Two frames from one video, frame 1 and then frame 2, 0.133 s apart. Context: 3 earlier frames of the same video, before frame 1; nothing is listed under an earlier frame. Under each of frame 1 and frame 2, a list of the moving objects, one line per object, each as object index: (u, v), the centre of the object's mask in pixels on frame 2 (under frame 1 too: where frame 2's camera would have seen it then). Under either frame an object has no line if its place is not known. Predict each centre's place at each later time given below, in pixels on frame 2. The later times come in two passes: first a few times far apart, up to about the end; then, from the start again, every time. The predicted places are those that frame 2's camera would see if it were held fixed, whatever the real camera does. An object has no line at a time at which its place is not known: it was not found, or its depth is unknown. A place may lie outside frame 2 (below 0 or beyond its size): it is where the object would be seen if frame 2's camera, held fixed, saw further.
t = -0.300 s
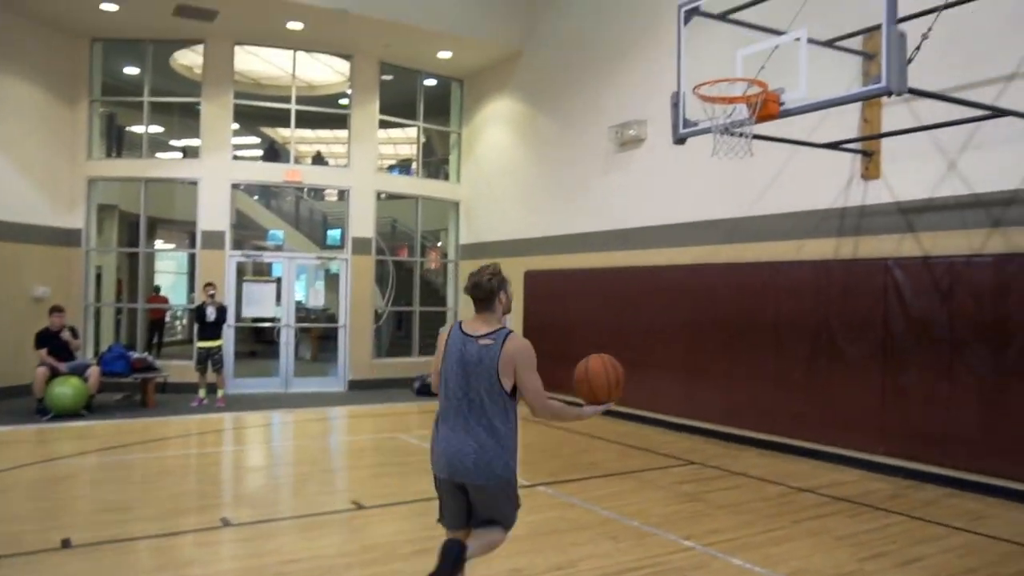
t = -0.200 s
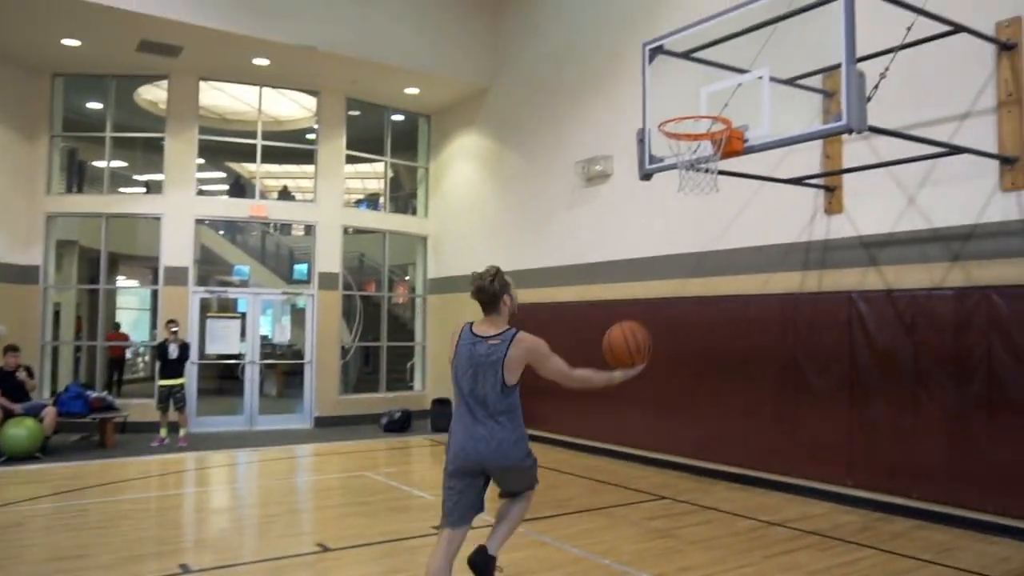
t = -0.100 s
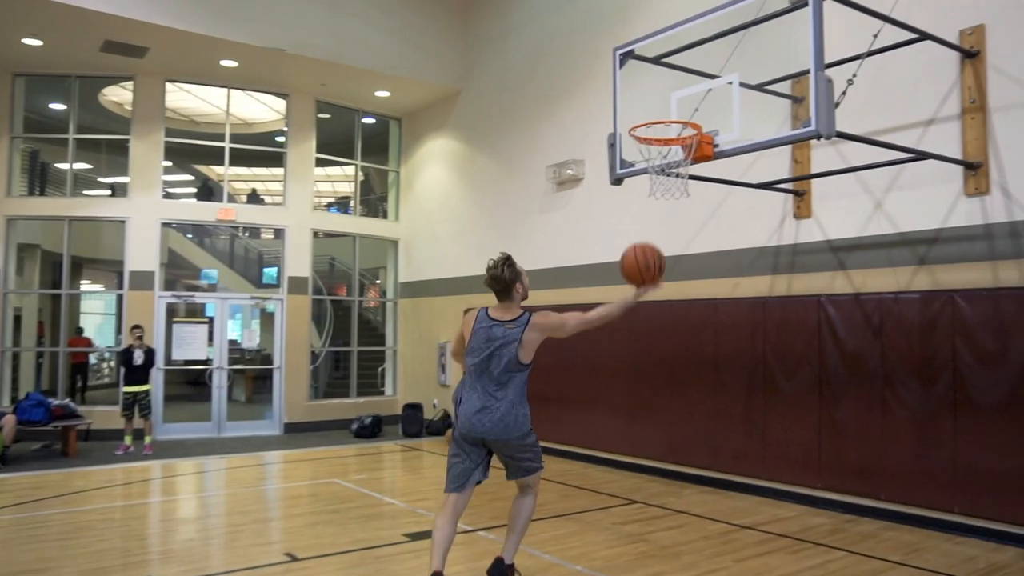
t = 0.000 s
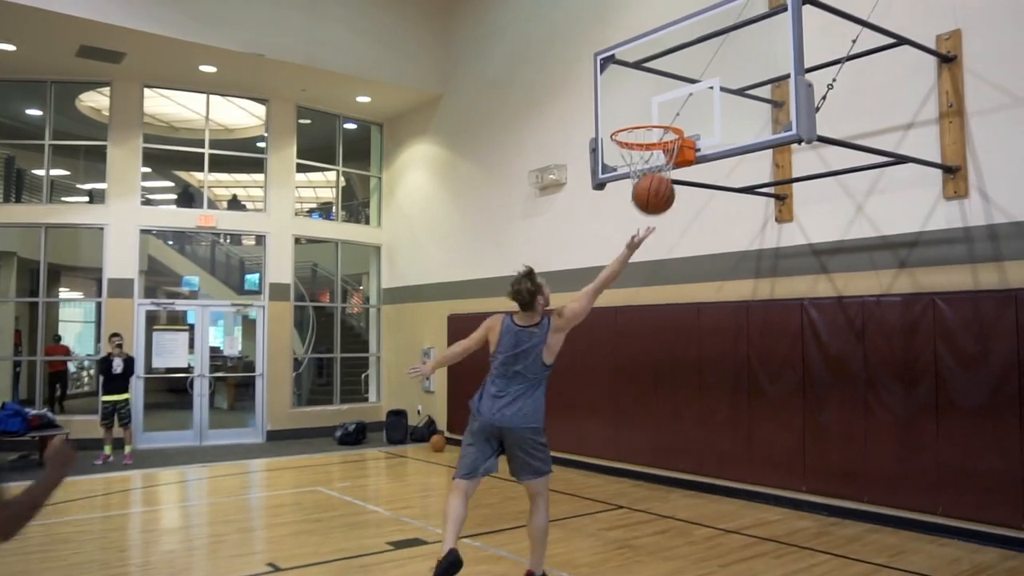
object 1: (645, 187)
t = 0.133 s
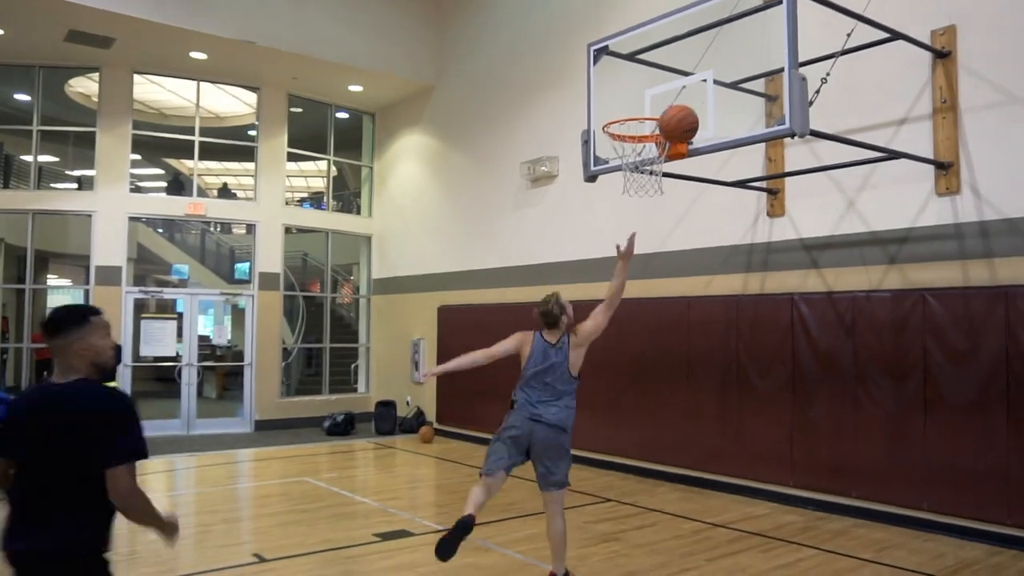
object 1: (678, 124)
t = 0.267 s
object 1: (707, 96)
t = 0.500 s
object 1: (659, 86)
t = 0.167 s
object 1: (686, 114)
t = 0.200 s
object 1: (693, 106)
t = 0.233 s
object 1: (700, 100)
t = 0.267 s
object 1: (707, 96)
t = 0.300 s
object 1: (713, 94)
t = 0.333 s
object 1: (708, 90)
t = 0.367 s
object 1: (699, 86)
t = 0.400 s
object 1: (689, 83)
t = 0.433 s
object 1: (679, 83)
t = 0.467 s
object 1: (669, 84)
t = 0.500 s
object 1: (659, 86)
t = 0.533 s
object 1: (649, 91)
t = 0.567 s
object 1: (638, 97)
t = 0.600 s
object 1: (628, 105)
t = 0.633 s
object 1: (617, 116)
